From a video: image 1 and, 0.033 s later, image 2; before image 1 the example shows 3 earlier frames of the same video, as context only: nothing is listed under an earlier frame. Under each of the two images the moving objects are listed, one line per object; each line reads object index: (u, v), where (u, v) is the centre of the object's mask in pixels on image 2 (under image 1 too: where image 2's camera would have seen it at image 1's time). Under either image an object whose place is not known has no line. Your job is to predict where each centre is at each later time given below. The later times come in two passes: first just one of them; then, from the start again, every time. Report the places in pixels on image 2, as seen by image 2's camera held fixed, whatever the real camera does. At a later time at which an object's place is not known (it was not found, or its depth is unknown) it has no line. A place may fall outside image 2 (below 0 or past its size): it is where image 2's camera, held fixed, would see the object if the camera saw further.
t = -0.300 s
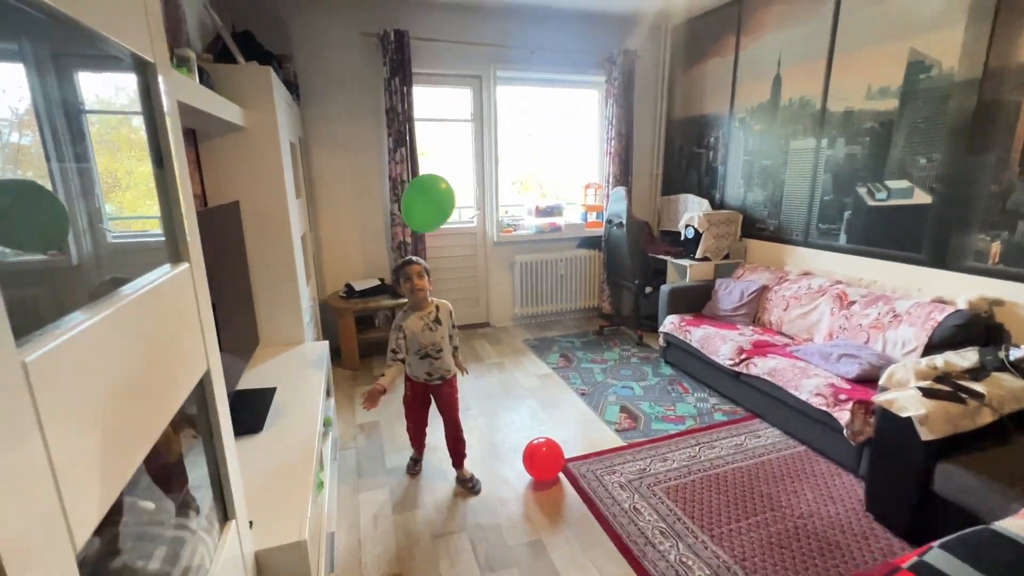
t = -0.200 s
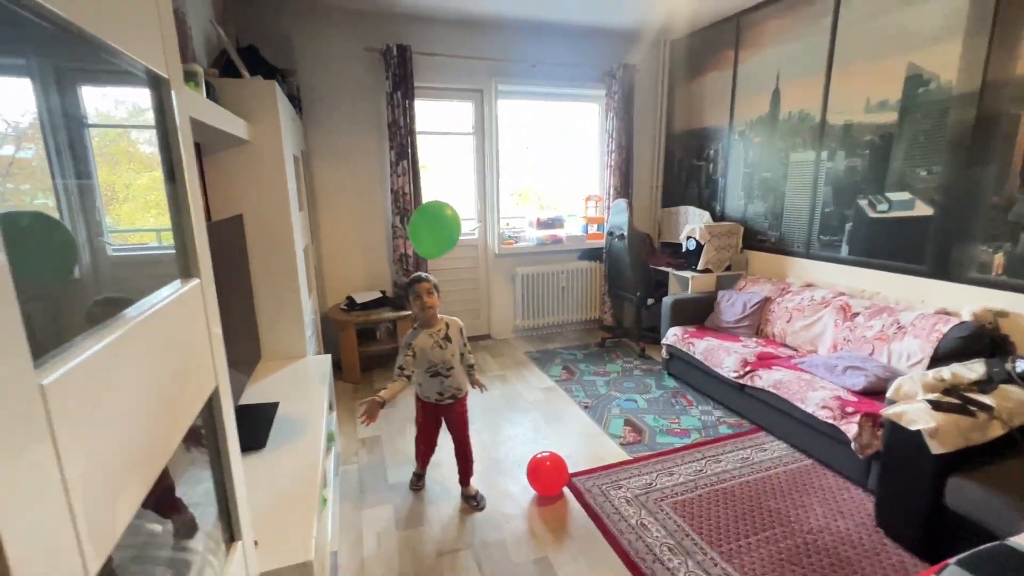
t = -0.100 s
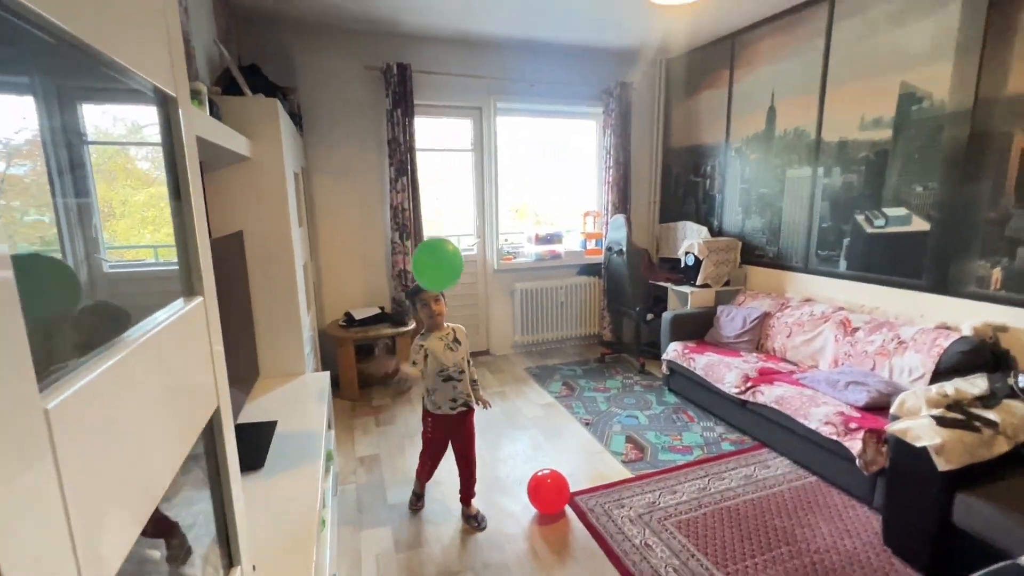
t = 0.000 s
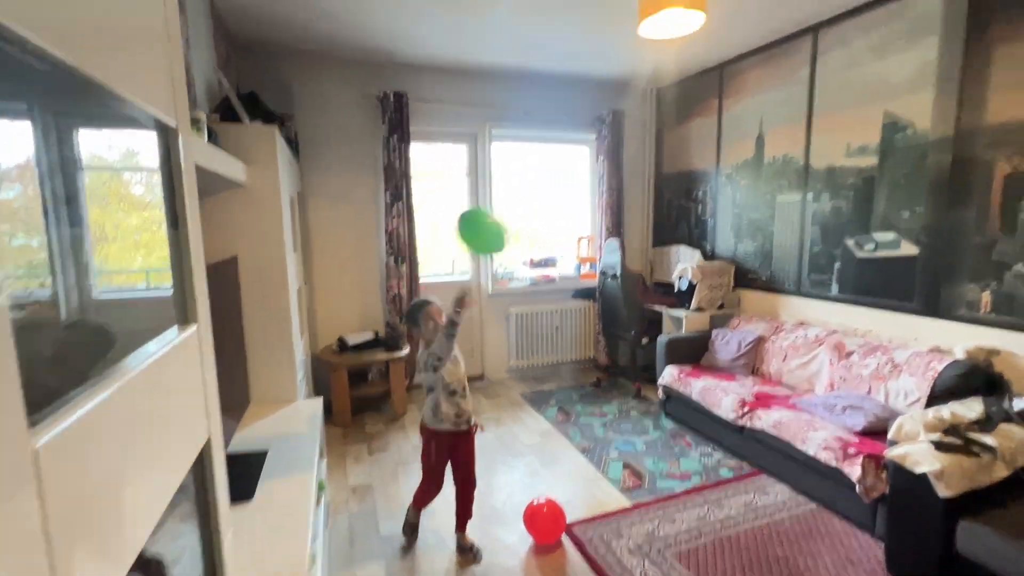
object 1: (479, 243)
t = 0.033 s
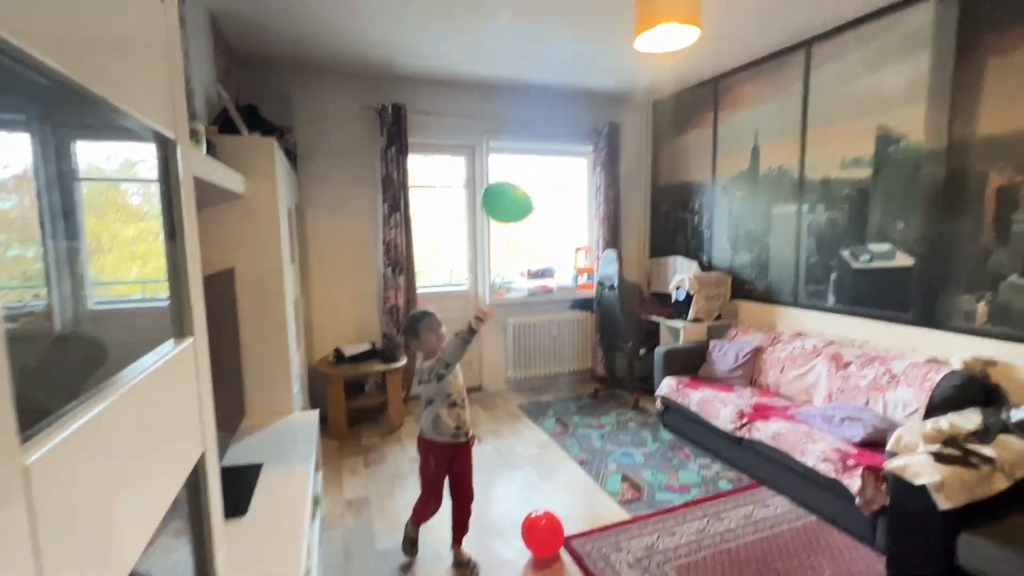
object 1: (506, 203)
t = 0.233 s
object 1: (557, 62)
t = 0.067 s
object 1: (526, 168)
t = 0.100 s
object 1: (539, 138)
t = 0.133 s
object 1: (545, 116)
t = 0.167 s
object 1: (550, 96)
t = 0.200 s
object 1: (554, 78)
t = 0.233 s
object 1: (557, 62)
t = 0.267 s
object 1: (560, 48)
